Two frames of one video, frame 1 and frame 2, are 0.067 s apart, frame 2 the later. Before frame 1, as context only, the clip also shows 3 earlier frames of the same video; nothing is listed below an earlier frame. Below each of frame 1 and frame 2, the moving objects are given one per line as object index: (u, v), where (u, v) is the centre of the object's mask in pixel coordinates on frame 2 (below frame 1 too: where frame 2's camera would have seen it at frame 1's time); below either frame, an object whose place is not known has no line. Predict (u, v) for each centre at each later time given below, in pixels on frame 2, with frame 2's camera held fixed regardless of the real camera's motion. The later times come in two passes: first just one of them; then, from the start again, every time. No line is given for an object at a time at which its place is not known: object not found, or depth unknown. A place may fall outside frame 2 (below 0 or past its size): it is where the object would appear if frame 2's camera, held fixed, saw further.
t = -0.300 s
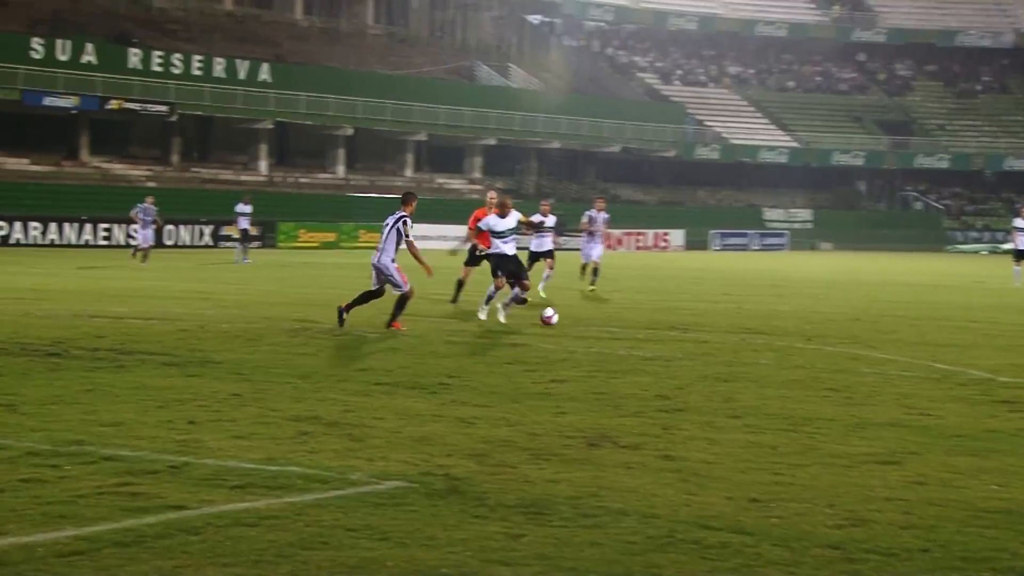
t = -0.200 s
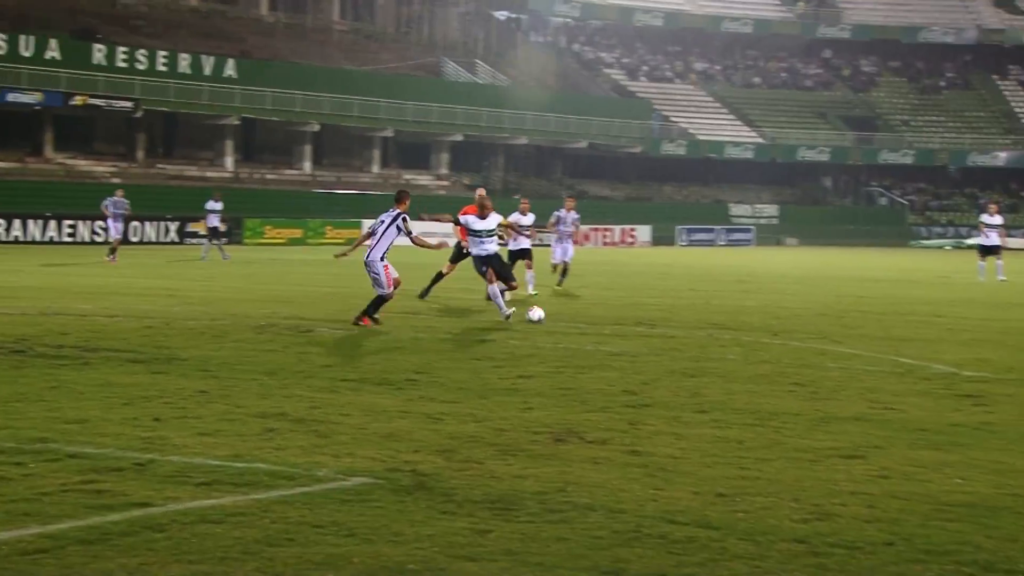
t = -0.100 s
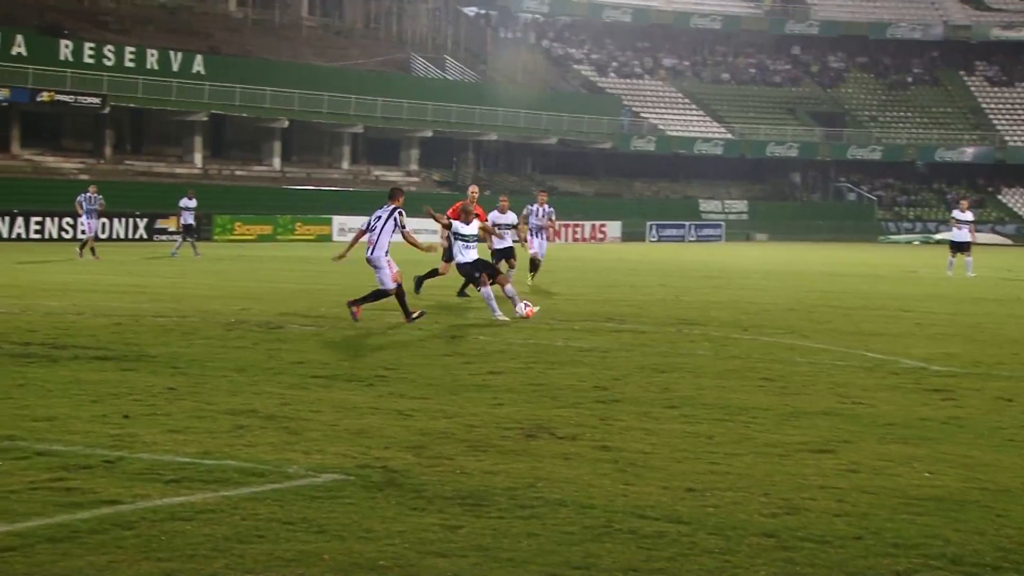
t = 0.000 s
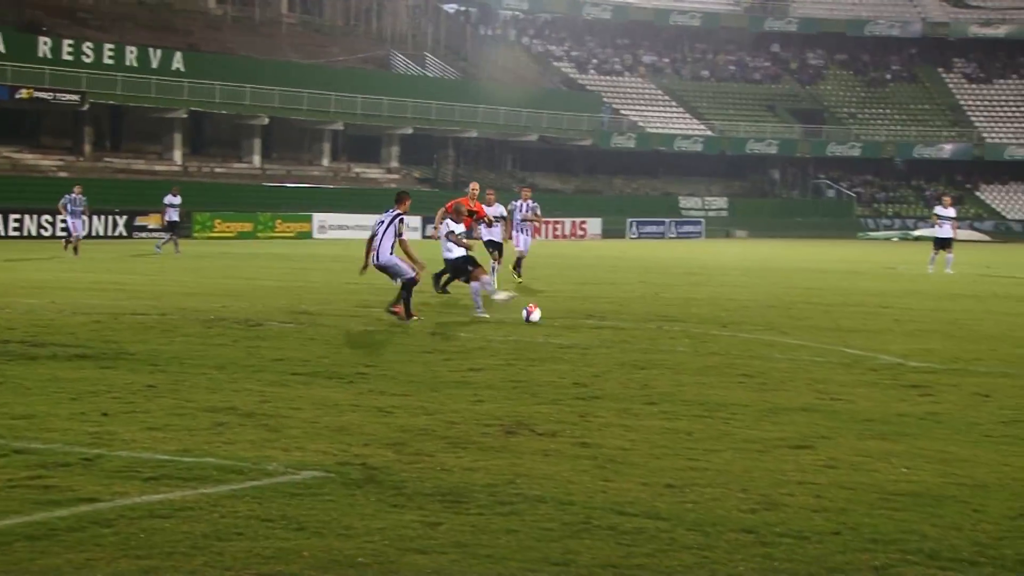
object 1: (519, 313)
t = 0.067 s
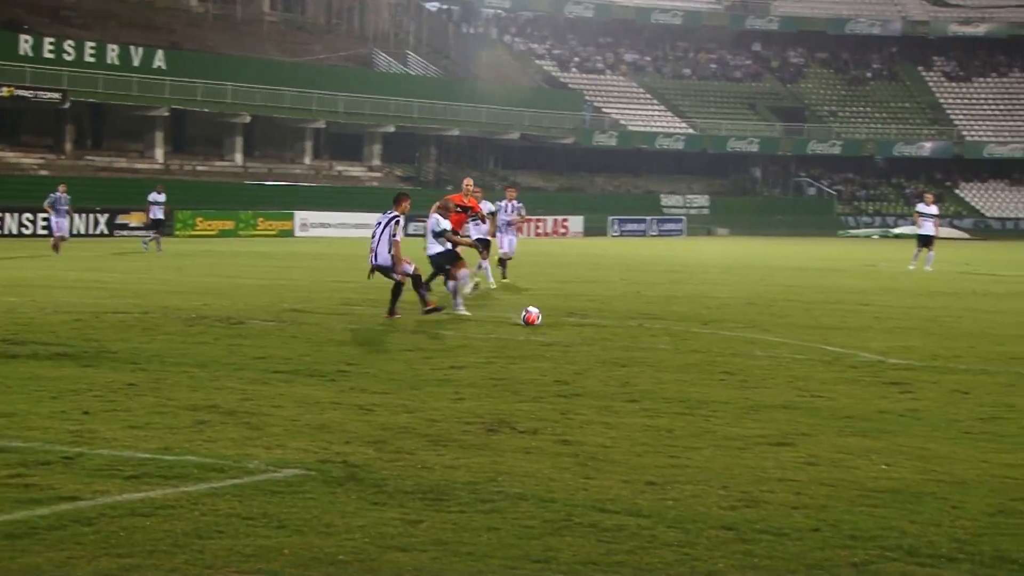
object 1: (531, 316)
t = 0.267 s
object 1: (589, 332)
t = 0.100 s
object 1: (539, 317)
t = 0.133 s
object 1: (549, 321)
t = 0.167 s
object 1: (559, 324)
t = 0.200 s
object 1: (569, 329)
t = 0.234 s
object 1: (580, 332)
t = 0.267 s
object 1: (589, 332)
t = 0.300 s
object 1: (597, 331)
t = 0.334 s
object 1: (606, 331)
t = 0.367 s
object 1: (612, 333)
